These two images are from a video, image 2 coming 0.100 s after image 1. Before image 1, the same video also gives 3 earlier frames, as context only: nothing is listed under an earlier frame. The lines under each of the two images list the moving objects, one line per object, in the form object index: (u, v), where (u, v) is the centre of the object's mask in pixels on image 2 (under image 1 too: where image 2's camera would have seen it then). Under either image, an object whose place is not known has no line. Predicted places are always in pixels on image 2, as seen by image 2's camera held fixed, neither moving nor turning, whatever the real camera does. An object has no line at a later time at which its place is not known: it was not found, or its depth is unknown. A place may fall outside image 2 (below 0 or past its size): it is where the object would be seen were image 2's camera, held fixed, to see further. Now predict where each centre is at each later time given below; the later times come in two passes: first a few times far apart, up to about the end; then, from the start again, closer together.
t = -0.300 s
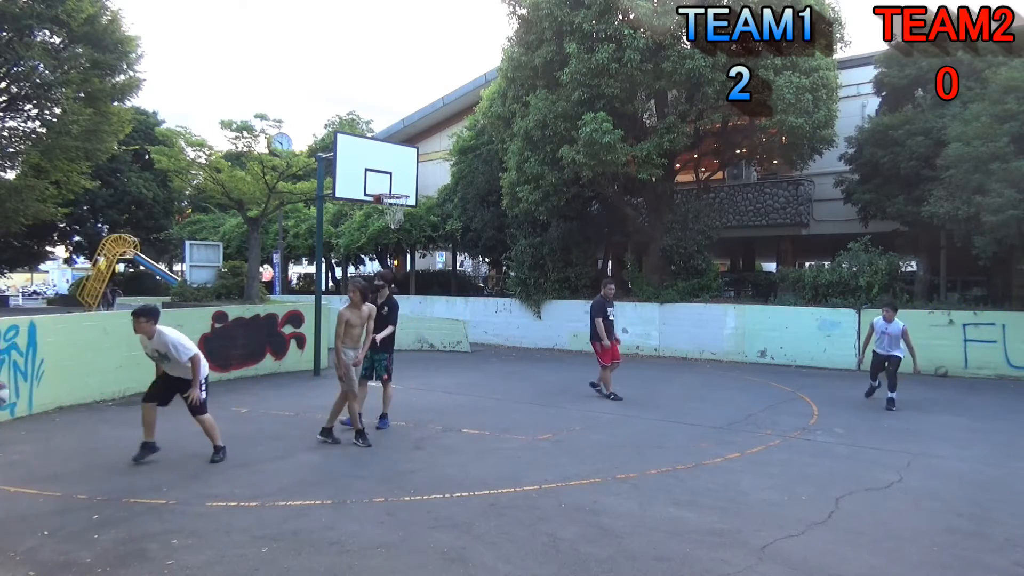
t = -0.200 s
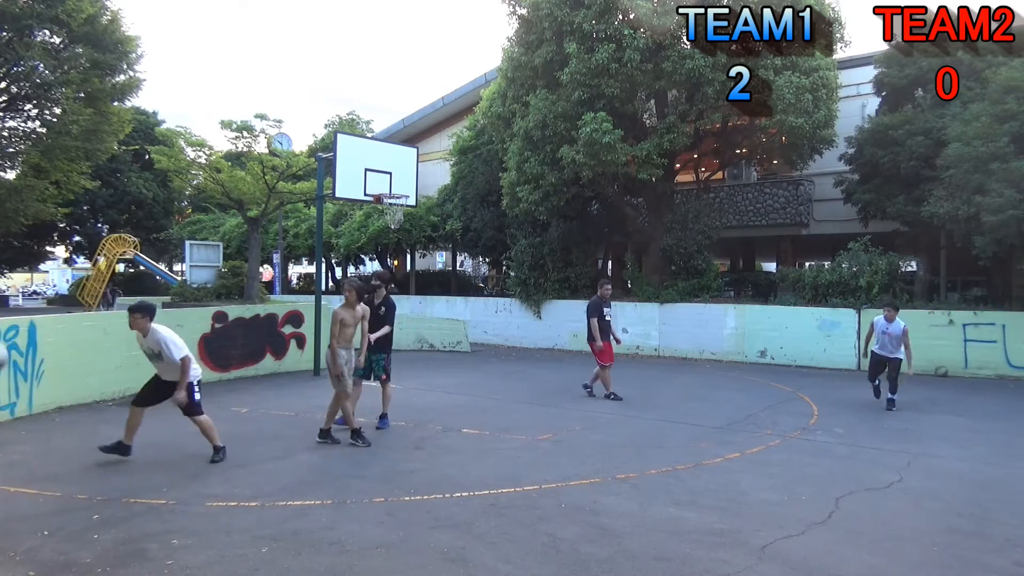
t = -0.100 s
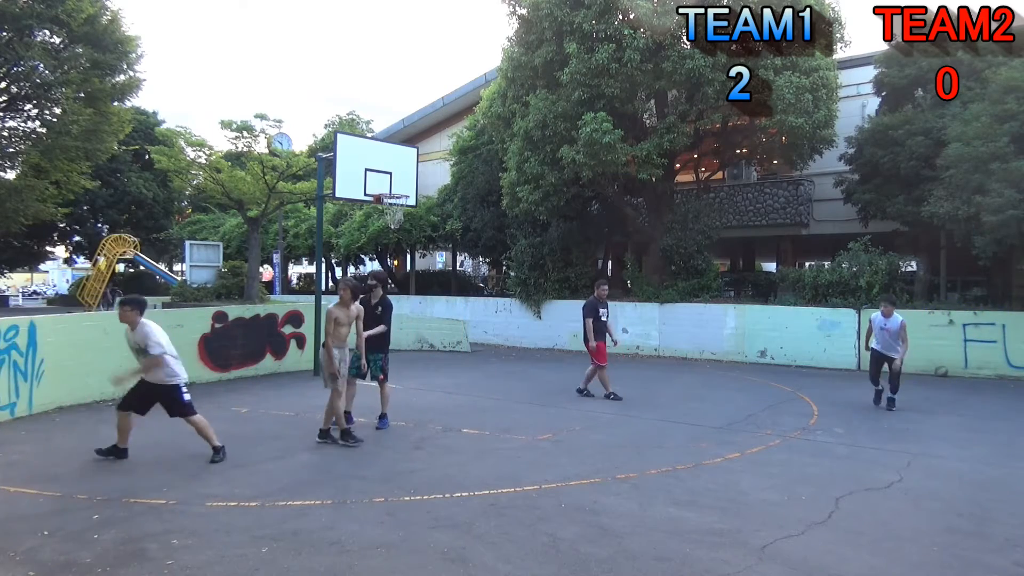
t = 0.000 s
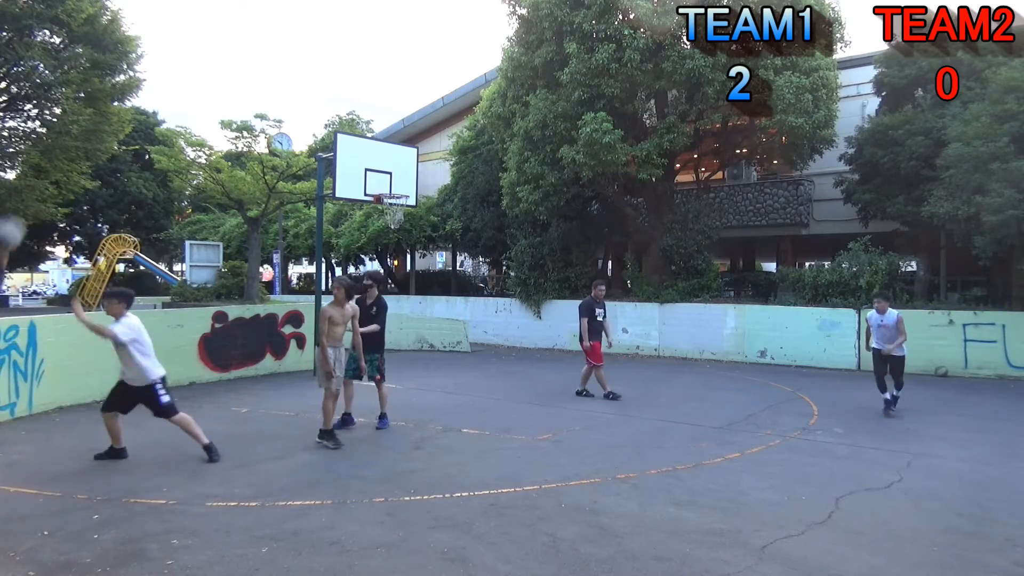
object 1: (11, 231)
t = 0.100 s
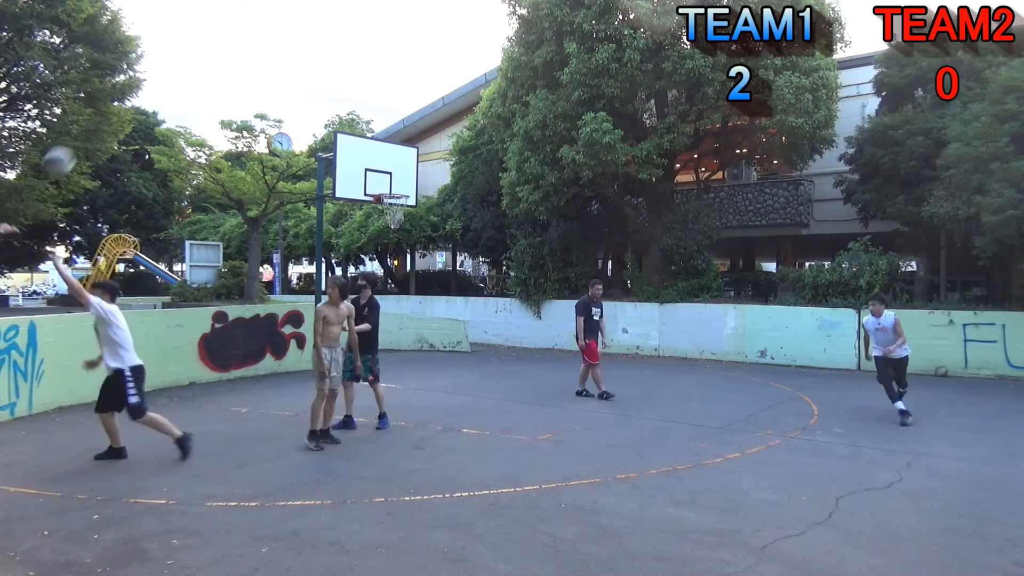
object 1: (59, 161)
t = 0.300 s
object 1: (142, 73)
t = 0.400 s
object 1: (177, 49)
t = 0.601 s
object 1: (235, 32)
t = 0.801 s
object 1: (283, 48)
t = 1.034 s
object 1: (329, 97)
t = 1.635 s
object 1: (400, 139)
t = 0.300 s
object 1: (142, 73)
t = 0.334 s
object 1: (153, 63)
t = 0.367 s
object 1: (166, 55)
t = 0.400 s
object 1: (177, 49)
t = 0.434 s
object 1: (188, 43)
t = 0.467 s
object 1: (198, 39)
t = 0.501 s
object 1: (208, 35)
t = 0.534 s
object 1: (217, 33)
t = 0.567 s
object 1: (227, 32)
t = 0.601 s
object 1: (235, 32)
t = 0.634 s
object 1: (244, 33)
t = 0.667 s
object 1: (252, 34)
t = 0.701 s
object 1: (260, 36)
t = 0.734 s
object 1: (268, 40)
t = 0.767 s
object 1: (276, 43)
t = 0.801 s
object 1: (283, 48)
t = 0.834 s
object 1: (290, 53)
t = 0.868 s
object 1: (297, 58)
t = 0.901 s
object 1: (304, 65)
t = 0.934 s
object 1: (310, 72)
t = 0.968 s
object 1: (317, 80)
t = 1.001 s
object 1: (323, 88)
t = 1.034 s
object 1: (329, 97)
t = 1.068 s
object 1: (334, 106)
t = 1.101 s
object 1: (340, 115)
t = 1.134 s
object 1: (345, 124)
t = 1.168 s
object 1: (351, 135)
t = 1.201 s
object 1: (355, 147)
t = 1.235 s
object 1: (361, 159)
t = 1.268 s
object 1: (366, 170)
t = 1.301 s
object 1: (371, 177)
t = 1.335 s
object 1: (375, 187)
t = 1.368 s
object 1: (380, 182)
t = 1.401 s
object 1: (382, 175)
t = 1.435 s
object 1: (384, 168)
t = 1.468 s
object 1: (387, 162)
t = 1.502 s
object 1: (390, 156)
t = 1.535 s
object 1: (393, 151)
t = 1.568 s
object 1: (395, 146)
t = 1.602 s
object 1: (397, 142)
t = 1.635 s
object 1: (400, 139)
